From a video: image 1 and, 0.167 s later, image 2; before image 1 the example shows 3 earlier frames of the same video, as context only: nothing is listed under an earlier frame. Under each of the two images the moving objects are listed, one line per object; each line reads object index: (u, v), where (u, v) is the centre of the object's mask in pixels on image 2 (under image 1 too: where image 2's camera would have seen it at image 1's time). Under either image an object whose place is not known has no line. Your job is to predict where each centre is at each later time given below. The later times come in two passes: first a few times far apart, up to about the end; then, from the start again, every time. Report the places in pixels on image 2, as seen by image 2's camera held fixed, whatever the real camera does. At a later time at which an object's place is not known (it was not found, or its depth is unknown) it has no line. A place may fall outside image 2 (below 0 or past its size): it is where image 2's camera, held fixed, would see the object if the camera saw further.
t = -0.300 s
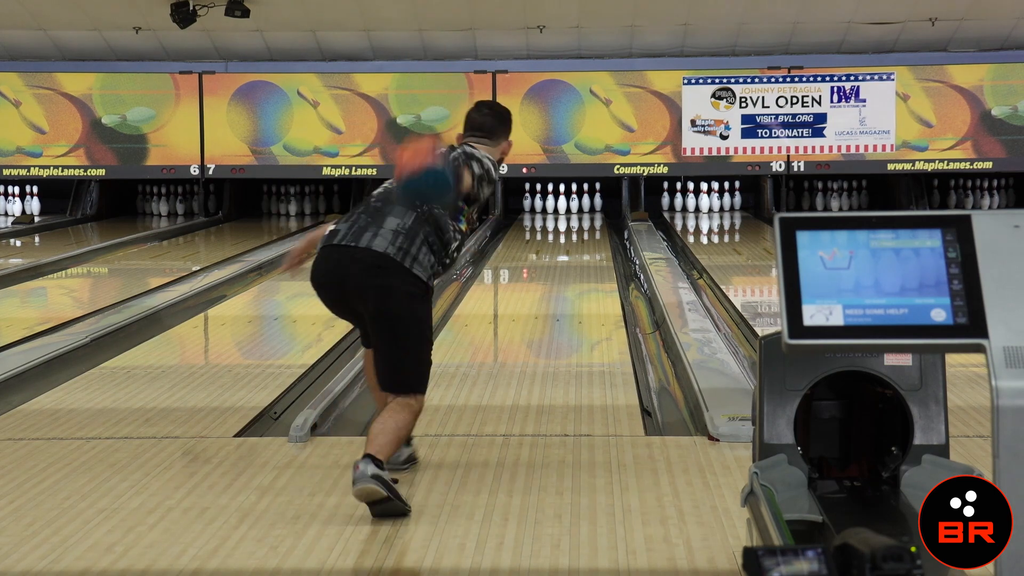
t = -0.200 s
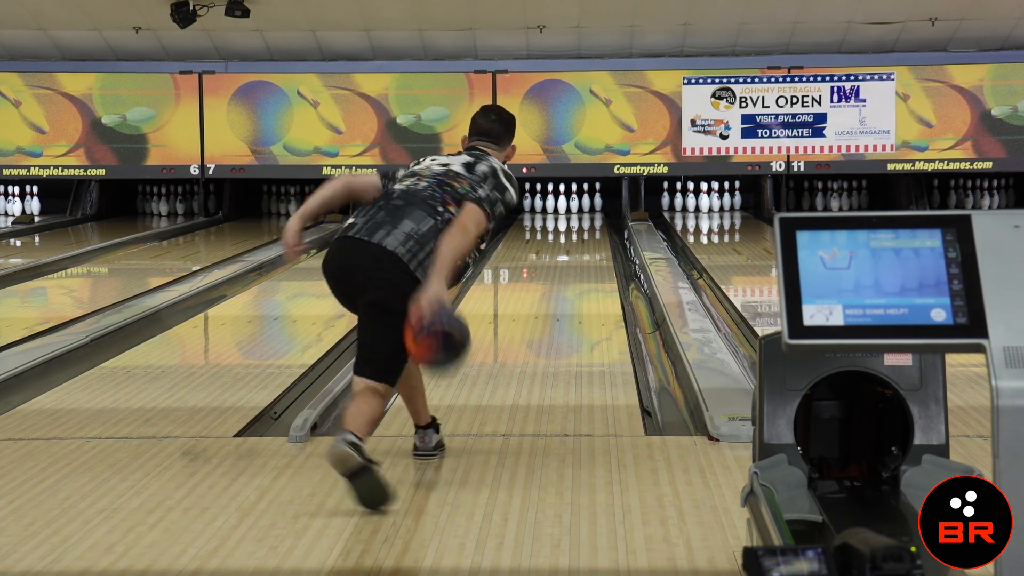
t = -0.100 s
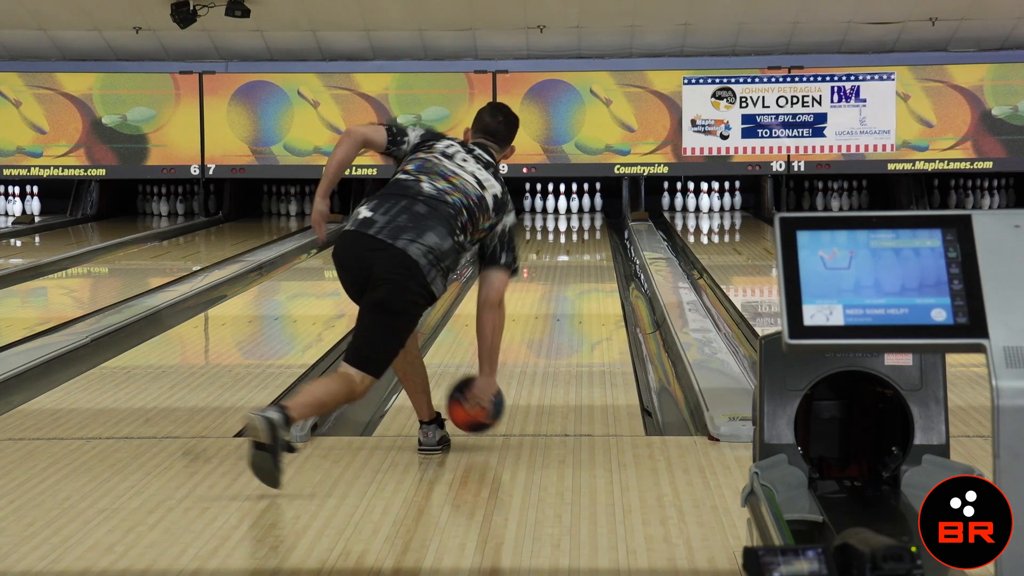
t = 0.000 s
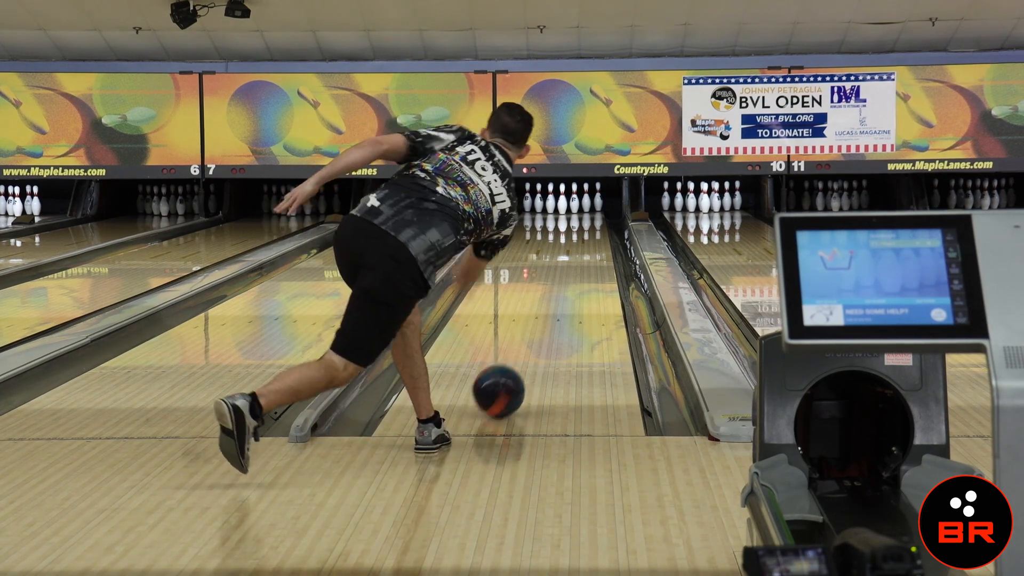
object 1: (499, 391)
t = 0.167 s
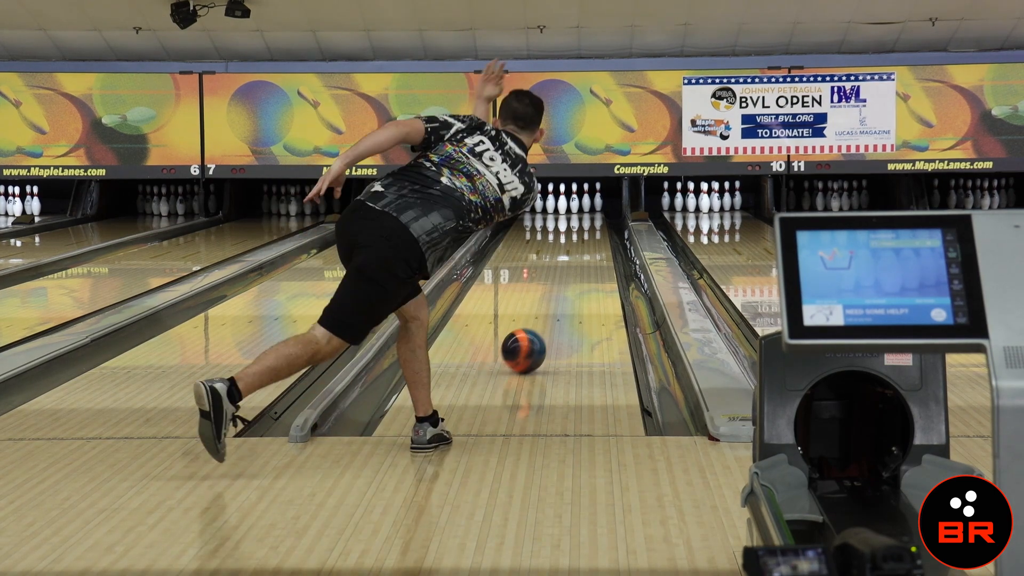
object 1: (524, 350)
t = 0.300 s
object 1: (539, 326)
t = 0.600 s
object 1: (562, 287)
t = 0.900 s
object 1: (576, 260)
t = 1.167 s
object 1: (583, 242)
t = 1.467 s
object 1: (587, 227)
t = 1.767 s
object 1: (583, 216)
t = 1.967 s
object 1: (575, 210)
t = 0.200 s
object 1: (528, 344)
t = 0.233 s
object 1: (532, 338)
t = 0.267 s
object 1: (535, 332)
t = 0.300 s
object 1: (539, 326)
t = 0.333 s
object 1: (542, 321)
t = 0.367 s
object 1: (545, 316)
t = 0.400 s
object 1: (548, 311)
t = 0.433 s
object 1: (550, 307)
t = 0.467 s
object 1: (553, 302)
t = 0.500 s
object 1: (555, 299)
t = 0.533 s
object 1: (558, 294)
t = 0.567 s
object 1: (560, 291)
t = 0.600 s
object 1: (562, 287)
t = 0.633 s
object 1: (564, 284)
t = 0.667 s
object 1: (566, 280)
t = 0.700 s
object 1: (567, 277)
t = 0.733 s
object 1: (569, 273)
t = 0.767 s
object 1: (571, 271)
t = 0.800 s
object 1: (572, 268)
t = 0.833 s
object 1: (573, 265)
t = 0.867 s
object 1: (575, 263)
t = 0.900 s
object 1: (576, 260)
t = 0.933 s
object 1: (577, 258)
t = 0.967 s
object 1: (578, 255)
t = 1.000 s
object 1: (579, 253)
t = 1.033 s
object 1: (580, 251)
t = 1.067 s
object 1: (581, 249)
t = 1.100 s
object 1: (582, 246)
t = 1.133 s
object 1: (583, 244)
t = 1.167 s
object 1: (583, 242)
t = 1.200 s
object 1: (584, 241)
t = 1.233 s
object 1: (585, 239)
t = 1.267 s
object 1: (585, 237)
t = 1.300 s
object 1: (586, 235)
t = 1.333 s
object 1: (586, 233)
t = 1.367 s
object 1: (586, 232)
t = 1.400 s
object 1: (587, 230)
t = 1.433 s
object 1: (587, 229)
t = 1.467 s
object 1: (587, 227)
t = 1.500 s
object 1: (588, 226)
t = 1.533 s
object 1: (587, 225)
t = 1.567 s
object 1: (587, 224)
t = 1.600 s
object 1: (586, 222)
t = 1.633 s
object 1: (586, 220)
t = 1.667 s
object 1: (585, 219)
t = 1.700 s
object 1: (585, 218)
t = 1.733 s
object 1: (584, 217)
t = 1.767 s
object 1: (583, 216)
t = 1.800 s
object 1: (582, 215)
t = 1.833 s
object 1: (580, 213)
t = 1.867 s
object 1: (579, 213)
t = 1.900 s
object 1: (578, 212)
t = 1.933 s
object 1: (576, 211)
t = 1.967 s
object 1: (575, 210)
